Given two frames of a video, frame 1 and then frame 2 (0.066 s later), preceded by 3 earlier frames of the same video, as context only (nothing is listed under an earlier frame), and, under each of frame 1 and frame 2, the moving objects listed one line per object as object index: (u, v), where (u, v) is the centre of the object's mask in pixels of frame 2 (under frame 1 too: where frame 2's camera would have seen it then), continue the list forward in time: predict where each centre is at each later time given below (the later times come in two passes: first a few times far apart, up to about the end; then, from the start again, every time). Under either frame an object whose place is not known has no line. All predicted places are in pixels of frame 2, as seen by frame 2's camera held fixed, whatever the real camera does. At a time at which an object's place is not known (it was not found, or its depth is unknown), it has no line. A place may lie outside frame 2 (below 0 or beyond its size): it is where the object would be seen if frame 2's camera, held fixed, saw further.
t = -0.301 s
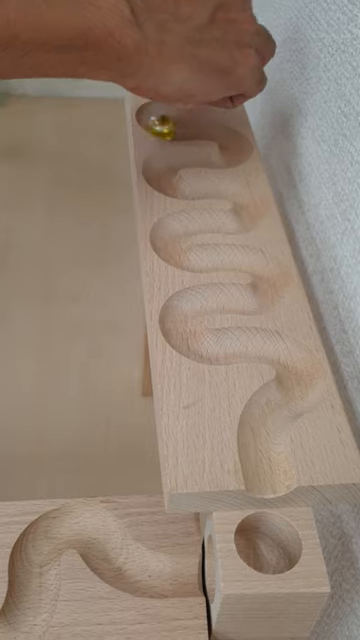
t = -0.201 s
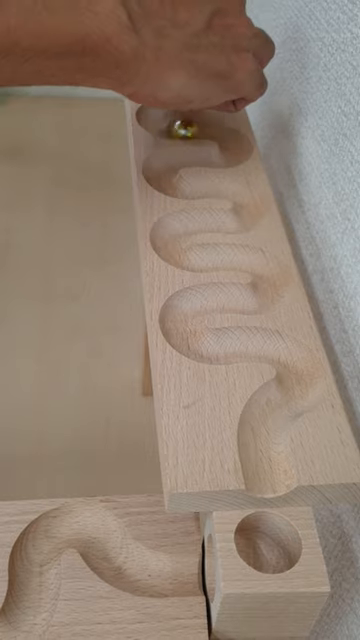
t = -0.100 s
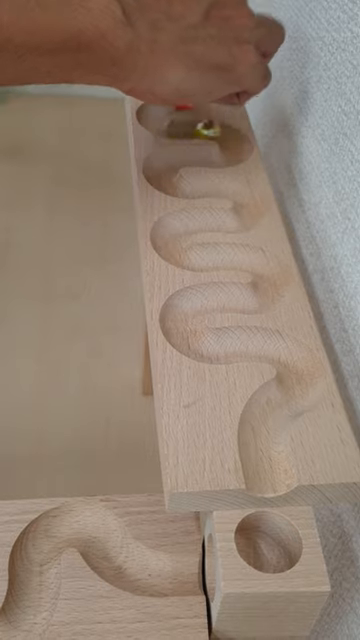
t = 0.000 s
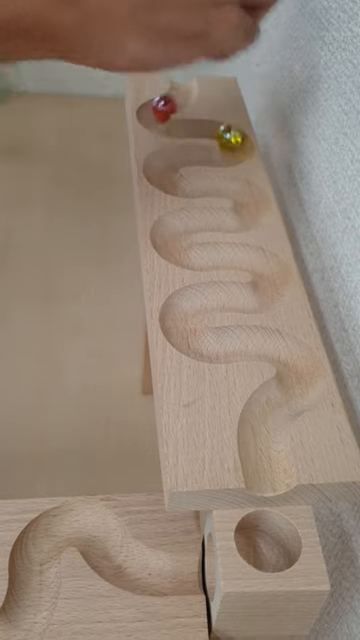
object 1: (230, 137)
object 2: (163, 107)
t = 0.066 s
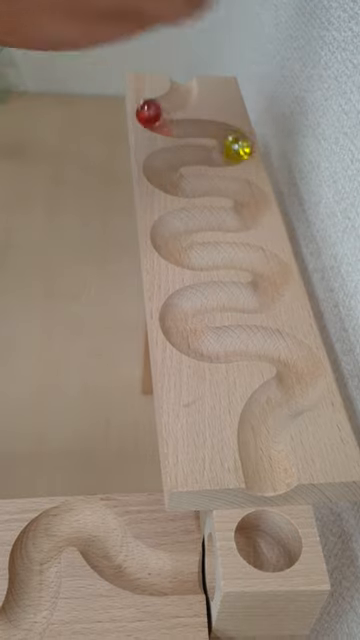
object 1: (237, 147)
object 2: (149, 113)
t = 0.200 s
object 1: (204, 156)
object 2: (179, 128)
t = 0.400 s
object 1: (158, 172)
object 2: (234, 139)
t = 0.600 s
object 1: (223, 186)
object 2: (195, 155)
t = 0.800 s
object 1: (239, 220)
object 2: (182, 186)
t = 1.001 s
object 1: (166, 238)
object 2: (254, 200)
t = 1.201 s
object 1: (238, 255)
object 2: (205, 218)
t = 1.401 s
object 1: (260, 300)
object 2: (193, 258)
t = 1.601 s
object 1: (177, 321)
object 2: (276, 273)
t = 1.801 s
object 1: (261, 345)
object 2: (210, 297)
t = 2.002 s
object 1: (294, 396)
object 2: (215, 348)
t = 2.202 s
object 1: (262, 456)
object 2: (302, 366)
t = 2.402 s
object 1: (199, 571)
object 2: (265, 420)
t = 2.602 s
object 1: (74, 515)
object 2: (273, 556)
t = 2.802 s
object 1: (35, 594)
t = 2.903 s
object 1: (20, 629)
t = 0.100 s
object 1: (235, 153)
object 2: (155, 121)
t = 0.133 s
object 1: (227, 156)
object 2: (161, 125)
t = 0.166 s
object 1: (215, 157)
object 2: (168, 127)
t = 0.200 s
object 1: (204, 156)
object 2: (179, 128)
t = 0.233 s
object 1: (191, 155)
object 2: (190, 128)
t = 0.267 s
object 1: (181, 155)
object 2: (200, 128)
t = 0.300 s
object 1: (171, 160)
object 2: (211, 130)
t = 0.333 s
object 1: (165, 163)
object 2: (216, 132)
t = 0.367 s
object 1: (158, 167)
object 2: (227, 135)
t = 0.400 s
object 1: (158, 172)
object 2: (234, 139)
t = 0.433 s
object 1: (164, 178)
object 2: (236, 145)
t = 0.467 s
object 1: (177, 185)
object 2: (236, 150)
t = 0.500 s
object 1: (189, 187)
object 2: (232, 153)
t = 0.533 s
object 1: (201, 186)
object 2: (223, 157)
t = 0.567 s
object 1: (212, 184)
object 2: (208, 156)
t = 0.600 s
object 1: (223, 186)
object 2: (195, 155)
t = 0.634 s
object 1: (235, 191)
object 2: (183, 155)
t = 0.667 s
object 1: (246, 195)
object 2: (171, 160)
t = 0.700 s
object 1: (253, 199)
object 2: (159, 166)
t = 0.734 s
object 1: (253, 208)
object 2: (157, 171)
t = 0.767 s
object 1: (251, 214)
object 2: (165, 179)
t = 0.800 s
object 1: (239, 220)
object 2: (182, 186)
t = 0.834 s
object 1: (225, 220)
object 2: (197, 186)
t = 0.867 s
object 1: (209, 218)
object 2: (210, 185)
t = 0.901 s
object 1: (196, 219)
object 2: (222, 185)
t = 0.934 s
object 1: (181, 224)
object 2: (235, 190)
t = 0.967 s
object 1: (169, 231)
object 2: (247, 195)
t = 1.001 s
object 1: (166, 238)
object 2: (254, 200)
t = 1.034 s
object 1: (174, 248)
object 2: (253, 210)
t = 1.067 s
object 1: (188, 256)
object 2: (249, 216)
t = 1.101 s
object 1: (203, 259)
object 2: (240, 220)
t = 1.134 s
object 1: (218, 258)
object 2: (227, 220)
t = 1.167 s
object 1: (225, 255)
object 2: (218, 220)
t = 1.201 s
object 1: (238, 255)
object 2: (205, 218)
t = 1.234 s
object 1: (251, 261)
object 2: (191, 220)
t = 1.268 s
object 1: (267, 267)
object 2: (176, 226)
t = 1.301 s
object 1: (276, 273)
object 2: (167, 233)
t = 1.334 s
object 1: (275, 283)
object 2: (168, 243)
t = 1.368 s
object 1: (270, 295)
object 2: (179, 252)
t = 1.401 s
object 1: (260, 300)
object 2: (193, 258)
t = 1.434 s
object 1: (243, 300)
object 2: (208, 258)
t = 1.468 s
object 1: (225, 296)
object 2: (223, 256)
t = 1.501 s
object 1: (210, 296)
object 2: (238, 255)
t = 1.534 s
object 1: (196, 304)
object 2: (251, 259)
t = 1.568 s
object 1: (180, 314)
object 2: (265, 266)
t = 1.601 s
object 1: (177, 321)
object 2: (276, 273)
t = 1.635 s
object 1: (186, 335)
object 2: (275, 284)
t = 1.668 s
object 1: (202, 345)
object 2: (269, 295)
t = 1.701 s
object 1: (218, 348)
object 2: (258, 299)
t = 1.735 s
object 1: (234, 346)
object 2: (241, 299)
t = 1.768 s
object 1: (248, 340)
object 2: (224, 296)
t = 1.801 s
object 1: (261, 345)
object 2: (210, 297)
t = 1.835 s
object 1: (276, 352)
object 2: (195, 304)
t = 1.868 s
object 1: (293, 357)
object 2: (180, 312)
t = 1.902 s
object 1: (302, 371)
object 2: (180, 327)
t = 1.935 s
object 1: (300, 383)
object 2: (192, 340)
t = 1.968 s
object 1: (299, 390)
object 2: (198, 344)
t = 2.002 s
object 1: (294, 396)
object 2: (215, 348)
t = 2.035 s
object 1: (280, 400)
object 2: (231, 346)
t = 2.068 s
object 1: (269, 403)
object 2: (246, 342)
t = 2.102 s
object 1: (267, 415)
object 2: (262, 344)
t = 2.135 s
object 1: (267, 429)
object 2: (278, 349)
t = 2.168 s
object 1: (261, 444)
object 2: (293, 356)
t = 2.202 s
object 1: (262, 456)
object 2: (302, 366)
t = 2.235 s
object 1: (270, 474)
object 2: (302, 379)
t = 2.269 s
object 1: (280, 494)
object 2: (299, 391)
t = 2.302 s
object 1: (282, 530)
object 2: (292, 397)
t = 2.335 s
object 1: (266, 561)
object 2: (276, 400)
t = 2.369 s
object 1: (250, 554)
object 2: (266, 407)
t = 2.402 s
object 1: (199, 571)
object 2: (265, 420)
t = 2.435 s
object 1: (175, 565)
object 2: (263, 434)
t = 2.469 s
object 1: (145, 571)
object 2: (261, 449)
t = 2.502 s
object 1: (116, 561)
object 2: (267, 469)
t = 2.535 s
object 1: (102, 542)
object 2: (276, 486)
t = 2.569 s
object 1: (91, 517)
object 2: (281, 516)
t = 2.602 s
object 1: (74, 515)
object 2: (273, 556)
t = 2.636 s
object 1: (57, 531)
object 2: (253, 554)
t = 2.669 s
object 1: (37, 545)
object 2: (206, 574)
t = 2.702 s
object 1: (30, 560)
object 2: (204, 565)
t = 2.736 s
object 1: (38, 578)
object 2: (200, 567)
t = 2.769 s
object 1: (38, 588)
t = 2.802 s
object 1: (35, 594)
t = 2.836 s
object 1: (28, 609)
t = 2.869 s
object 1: (24, 624)
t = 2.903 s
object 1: (20, 629)
